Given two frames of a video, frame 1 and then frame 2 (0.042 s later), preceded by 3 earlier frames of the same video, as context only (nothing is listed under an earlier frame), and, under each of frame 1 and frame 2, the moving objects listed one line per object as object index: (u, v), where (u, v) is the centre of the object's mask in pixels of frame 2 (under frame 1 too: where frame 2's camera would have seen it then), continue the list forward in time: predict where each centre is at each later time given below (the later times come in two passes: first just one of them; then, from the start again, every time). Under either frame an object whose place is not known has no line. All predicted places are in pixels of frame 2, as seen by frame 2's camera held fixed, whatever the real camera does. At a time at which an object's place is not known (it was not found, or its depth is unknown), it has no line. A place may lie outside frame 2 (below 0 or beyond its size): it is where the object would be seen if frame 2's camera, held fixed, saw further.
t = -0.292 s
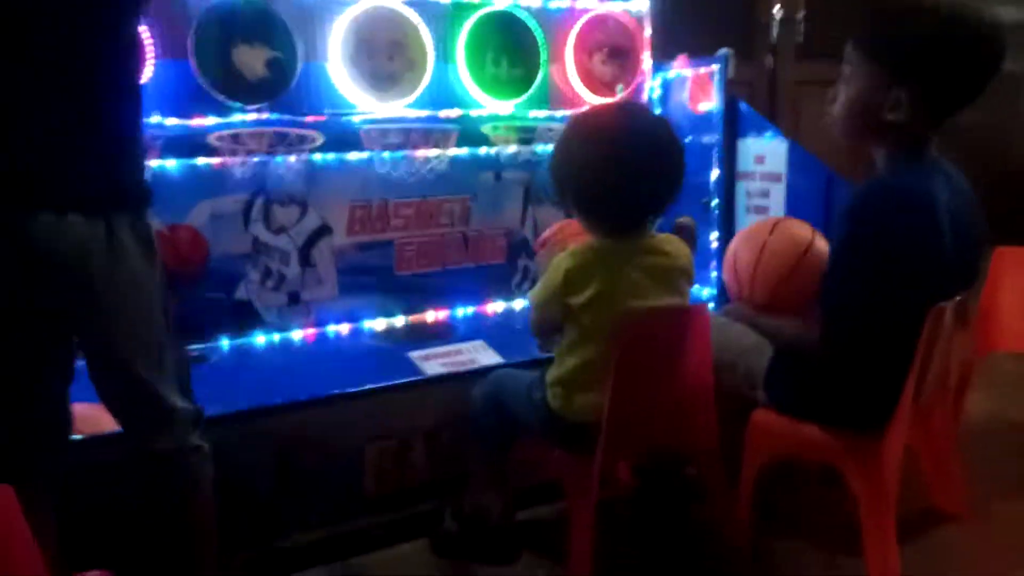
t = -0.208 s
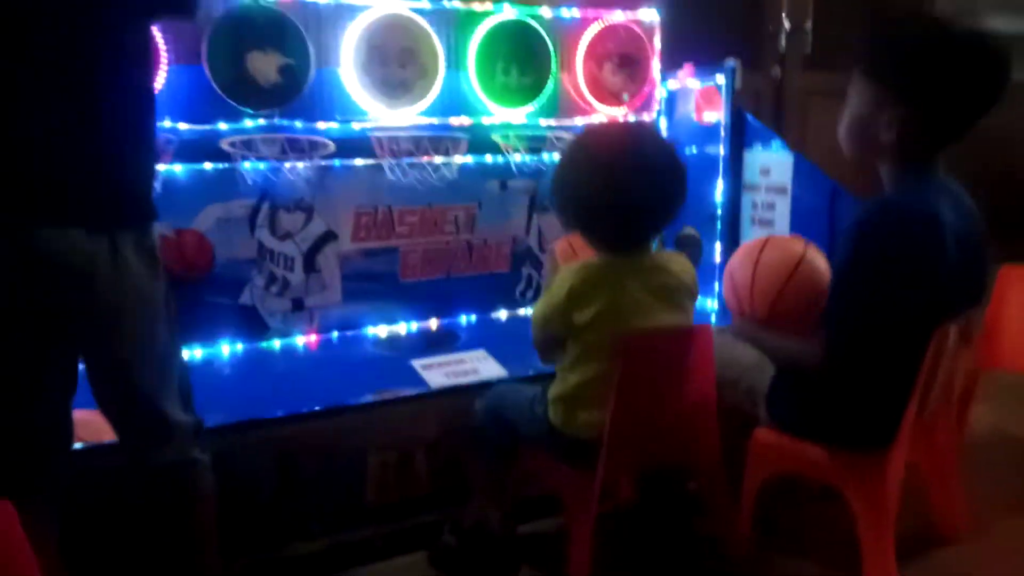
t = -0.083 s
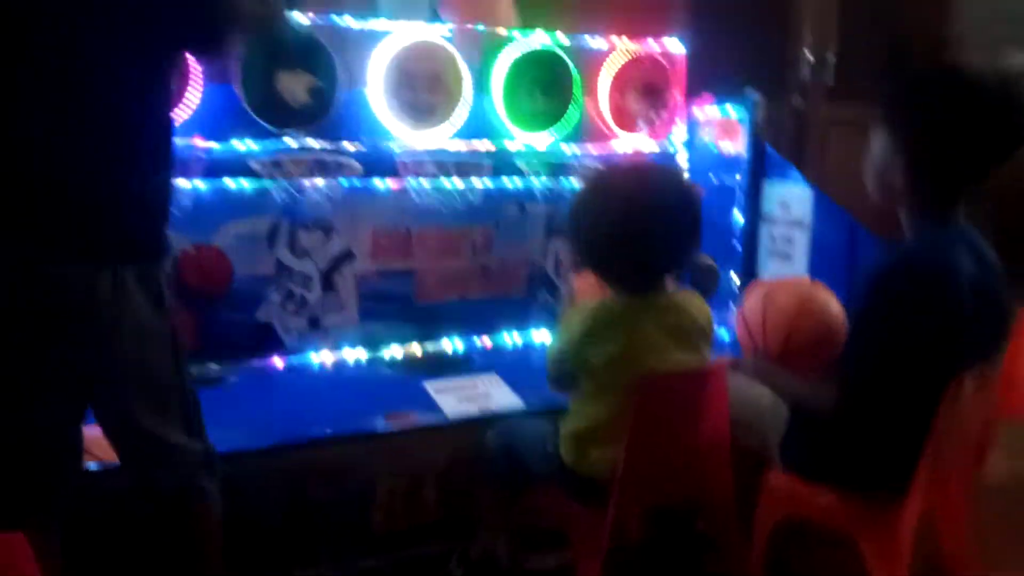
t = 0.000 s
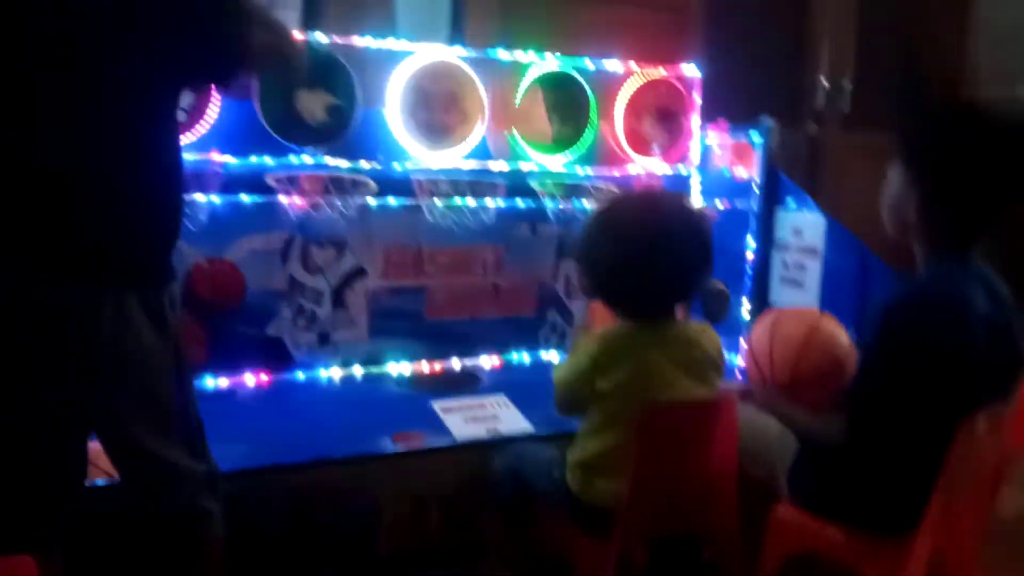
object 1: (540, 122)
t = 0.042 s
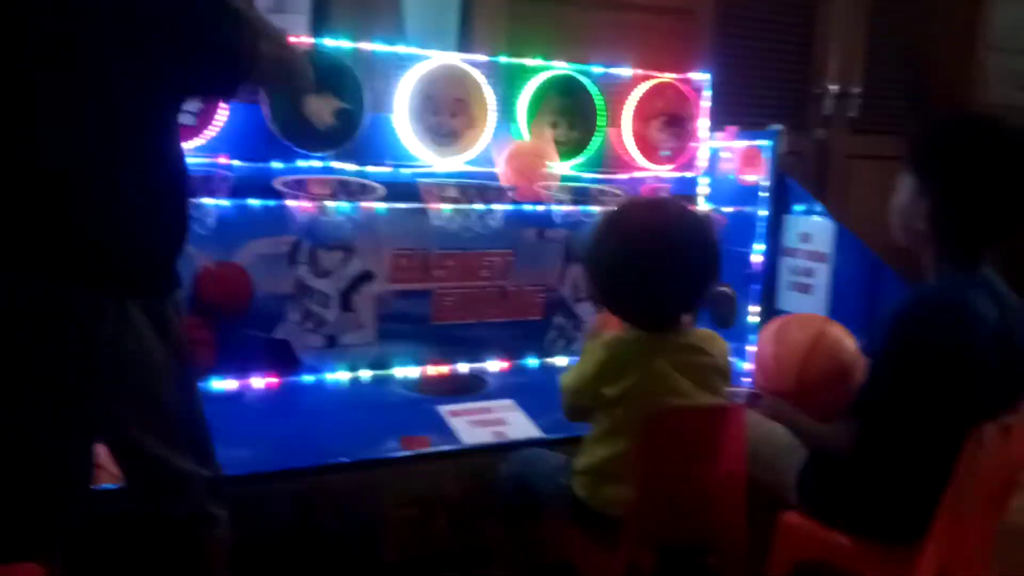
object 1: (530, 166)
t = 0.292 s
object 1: (470, 155)
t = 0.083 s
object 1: (522, 164)
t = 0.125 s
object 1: (511, 151)
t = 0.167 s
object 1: (500, 141)
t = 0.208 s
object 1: (491, 139)
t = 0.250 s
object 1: (478, 153)
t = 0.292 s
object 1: (470, 155)
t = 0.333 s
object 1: (461, 158)
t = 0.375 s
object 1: (452, 167)
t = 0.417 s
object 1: (442, 182)
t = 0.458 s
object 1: (435, 197)
